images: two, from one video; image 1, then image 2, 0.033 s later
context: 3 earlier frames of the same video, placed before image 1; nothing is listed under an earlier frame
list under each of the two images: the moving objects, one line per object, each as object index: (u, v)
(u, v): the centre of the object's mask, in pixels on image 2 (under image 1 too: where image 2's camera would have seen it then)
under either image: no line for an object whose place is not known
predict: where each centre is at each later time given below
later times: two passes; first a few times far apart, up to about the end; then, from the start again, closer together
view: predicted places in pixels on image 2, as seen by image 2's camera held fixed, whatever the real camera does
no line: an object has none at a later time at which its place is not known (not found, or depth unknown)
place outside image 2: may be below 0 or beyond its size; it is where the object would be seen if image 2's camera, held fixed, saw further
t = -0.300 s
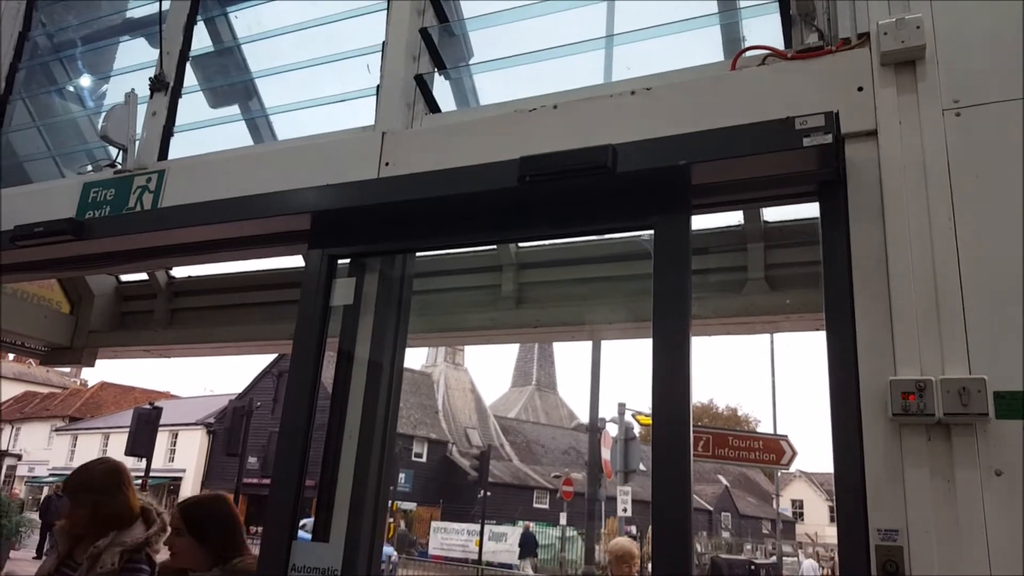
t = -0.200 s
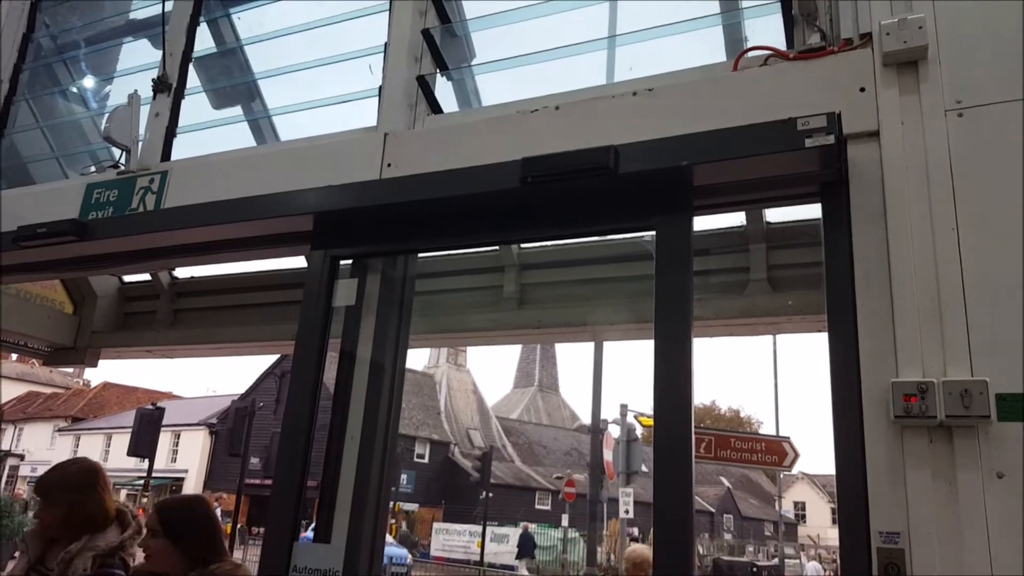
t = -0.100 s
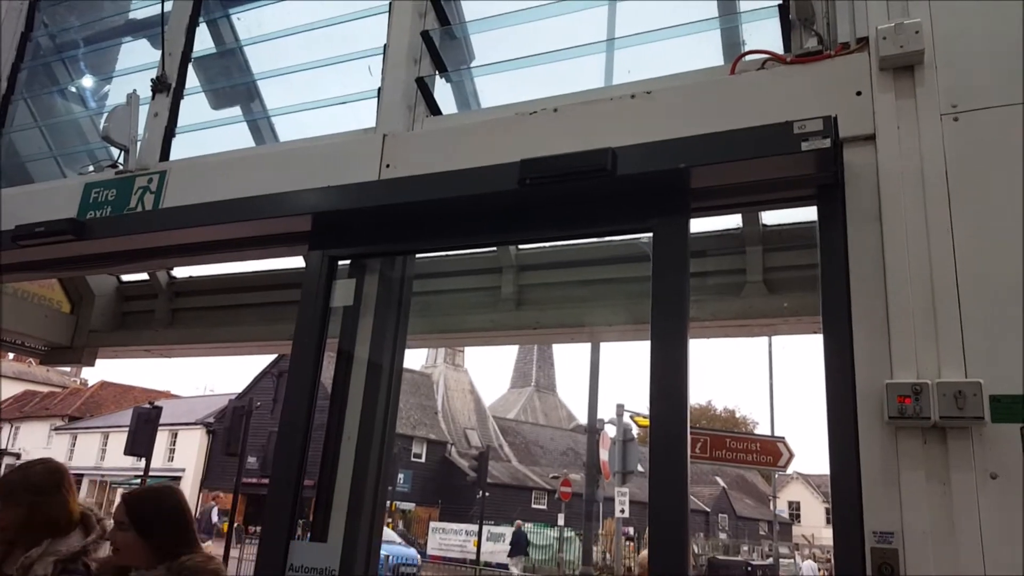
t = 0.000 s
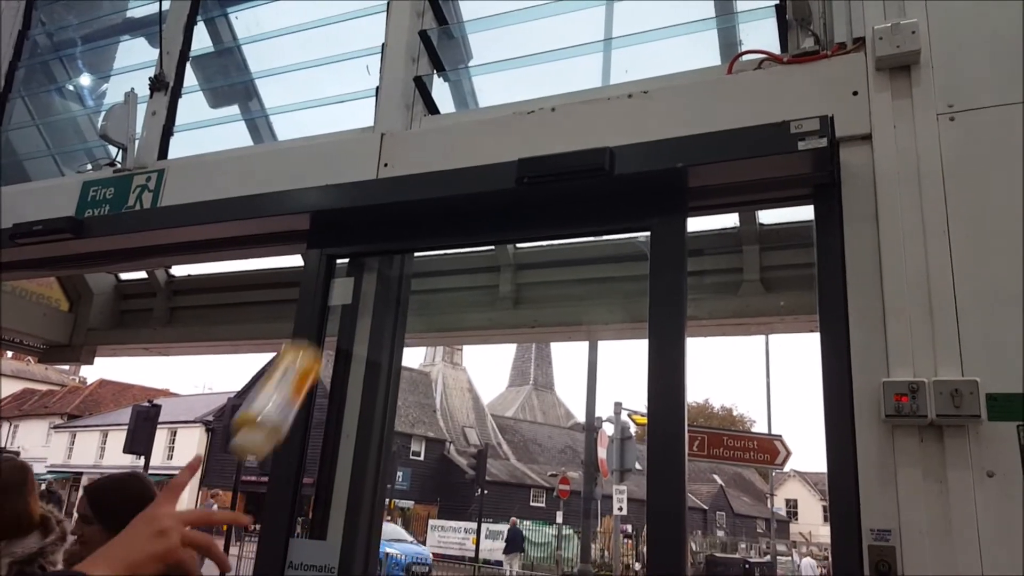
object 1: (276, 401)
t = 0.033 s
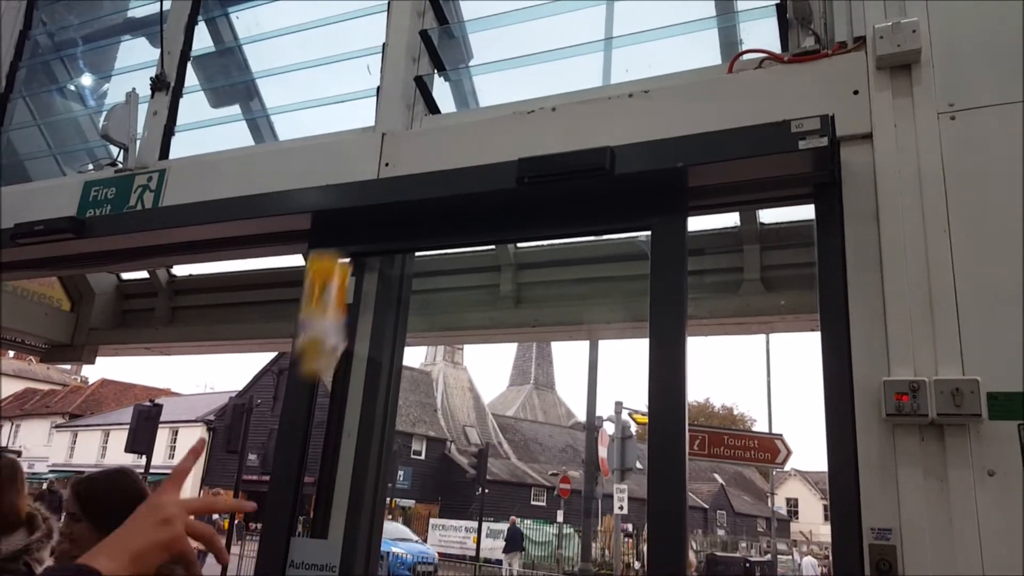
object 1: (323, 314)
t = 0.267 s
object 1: (486, 13)
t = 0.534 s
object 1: (571, 33)
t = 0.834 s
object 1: (558, 140)
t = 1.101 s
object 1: (554, 140)
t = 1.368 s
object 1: (553, 139)
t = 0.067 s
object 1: (358, 238)
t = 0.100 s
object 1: (387, 178)
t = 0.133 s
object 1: (409, 122)
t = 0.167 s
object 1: (429, 78)
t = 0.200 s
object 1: (447, 45)
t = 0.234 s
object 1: (466, 26)
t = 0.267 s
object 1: (486, 13)
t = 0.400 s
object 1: (531, 9)
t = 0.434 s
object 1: (543, 13)
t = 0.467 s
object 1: (554, 19)
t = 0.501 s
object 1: (563, 26)
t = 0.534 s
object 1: (571, 33)
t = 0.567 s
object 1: (577, 45)
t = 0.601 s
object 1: (583, 67)
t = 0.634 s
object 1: (578, 74)
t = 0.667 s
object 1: (575, 85)
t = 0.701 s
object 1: (572, 103)
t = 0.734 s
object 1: (568, 125)
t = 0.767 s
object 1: (563, 141)
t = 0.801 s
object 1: (559, 140)
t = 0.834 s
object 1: (558, 140)
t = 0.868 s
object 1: (555, 140)
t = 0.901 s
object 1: (555, 140)
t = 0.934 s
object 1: (556, 140)
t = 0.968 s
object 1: (555, 140)
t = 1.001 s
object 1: (555, 140)
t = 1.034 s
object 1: (555, 140)
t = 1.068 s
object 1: (555, 140)
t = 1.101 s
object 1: (554, 140)
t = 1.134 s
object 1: (554, 140)
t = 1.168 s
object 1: (554, 140)
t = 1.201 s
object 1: (554, 140)
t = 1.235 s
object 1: (554, 140)
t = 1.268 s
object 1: (554, 140)
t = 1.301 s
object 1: (554, 140)
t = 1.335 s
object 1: (554, 140)
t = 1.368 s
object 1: (553, 139)
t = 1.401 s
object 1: (552, 138)
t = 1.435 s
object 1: (552, 135)
